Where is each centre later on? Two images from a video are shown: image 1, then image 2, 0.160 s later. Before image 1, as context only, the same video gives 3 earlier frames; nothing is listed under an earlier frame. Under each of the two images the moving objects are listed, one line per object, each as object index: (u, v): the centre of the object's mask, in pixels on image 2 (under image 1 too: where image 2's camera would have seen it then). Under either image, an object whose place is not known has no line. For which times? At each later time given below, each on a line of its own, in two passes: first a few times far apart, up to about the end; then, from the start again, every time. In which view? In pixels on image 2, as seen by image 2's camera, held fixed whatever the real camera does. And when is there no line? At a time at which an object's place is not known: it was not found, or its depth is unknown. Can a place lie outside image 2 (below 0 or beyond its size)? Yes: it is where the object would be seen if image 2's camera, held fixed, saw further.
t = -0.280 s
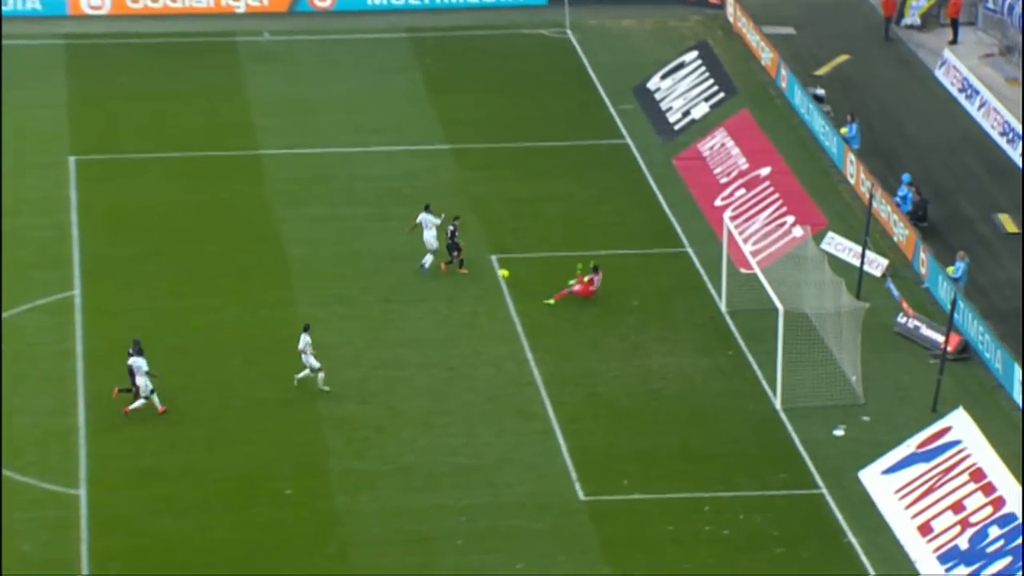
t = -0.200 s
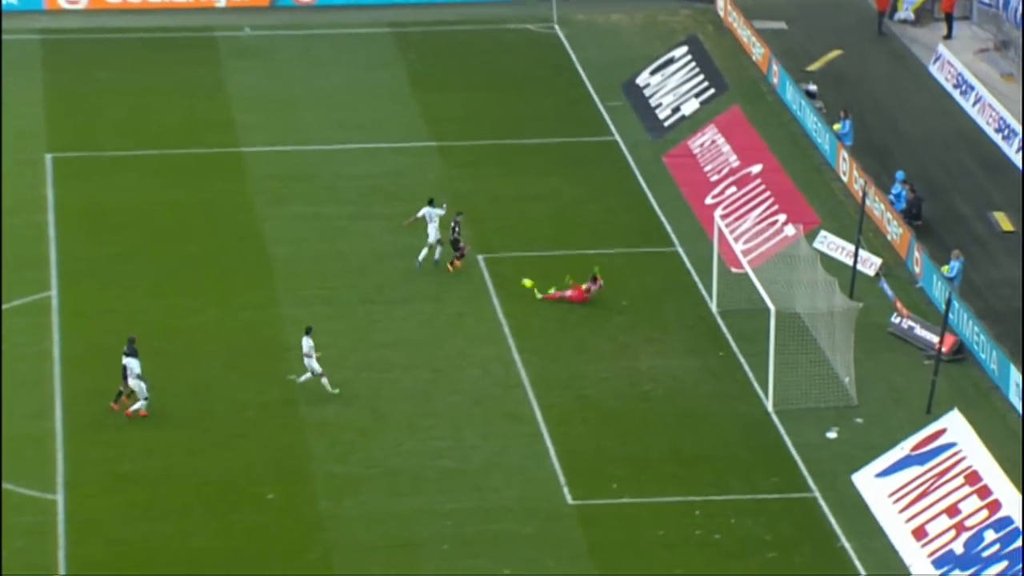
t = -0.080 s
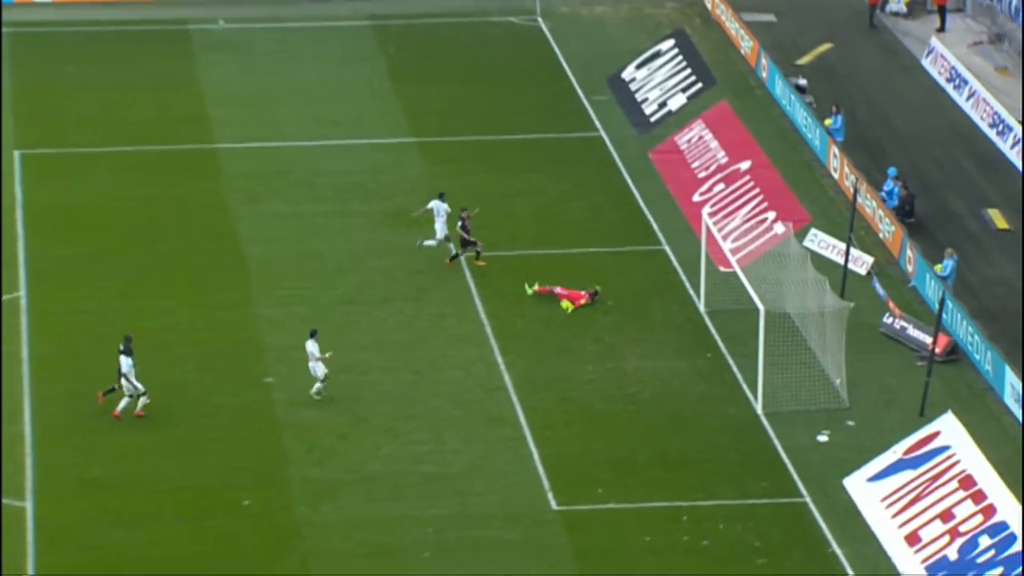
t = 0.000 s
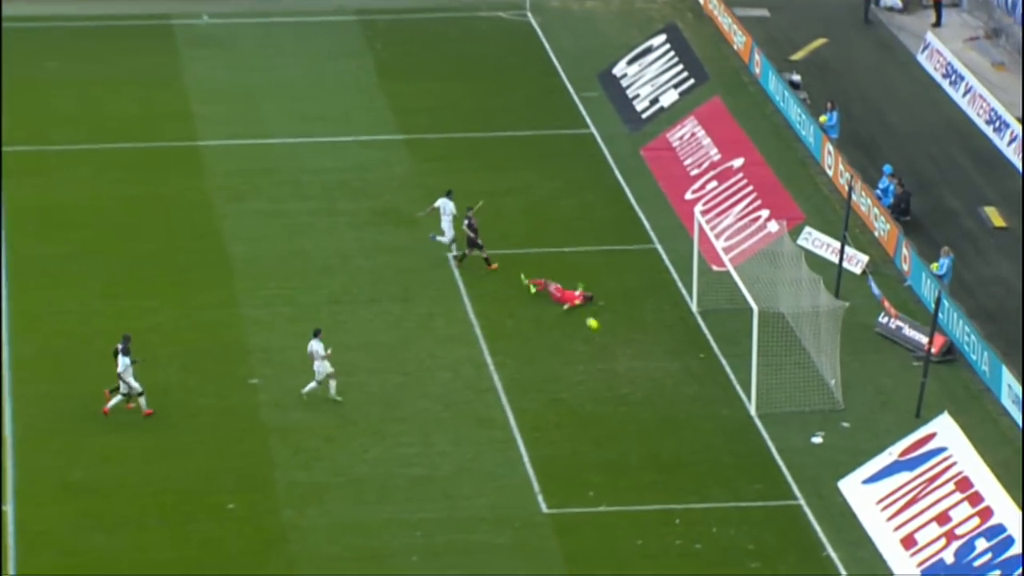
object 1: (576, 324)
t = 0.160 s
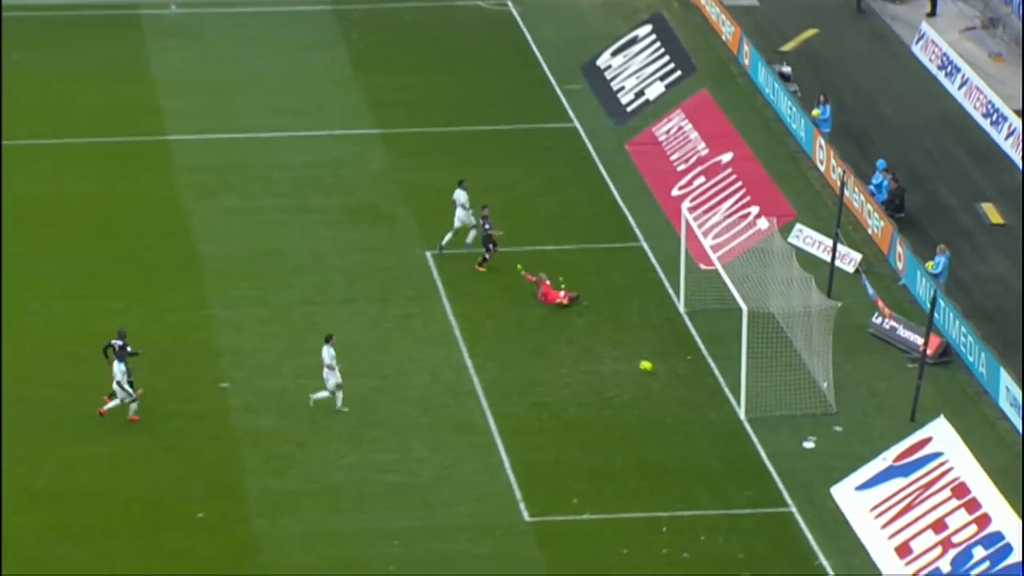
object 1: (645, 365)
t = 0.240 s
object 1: (677, 374)
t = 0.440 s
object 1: (752, 411)
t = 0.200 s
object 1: (661, 369)
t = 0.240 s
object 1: (677, 374)
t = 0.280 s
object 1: (692, 380)
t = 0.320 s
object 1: (707, 387)
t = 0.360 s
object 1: (721, 394)
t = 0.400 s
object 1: (736, 403)
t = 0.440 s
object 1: (752, 411)
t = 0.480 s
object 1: (768, 413)
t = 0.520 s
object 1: (783, 412)
